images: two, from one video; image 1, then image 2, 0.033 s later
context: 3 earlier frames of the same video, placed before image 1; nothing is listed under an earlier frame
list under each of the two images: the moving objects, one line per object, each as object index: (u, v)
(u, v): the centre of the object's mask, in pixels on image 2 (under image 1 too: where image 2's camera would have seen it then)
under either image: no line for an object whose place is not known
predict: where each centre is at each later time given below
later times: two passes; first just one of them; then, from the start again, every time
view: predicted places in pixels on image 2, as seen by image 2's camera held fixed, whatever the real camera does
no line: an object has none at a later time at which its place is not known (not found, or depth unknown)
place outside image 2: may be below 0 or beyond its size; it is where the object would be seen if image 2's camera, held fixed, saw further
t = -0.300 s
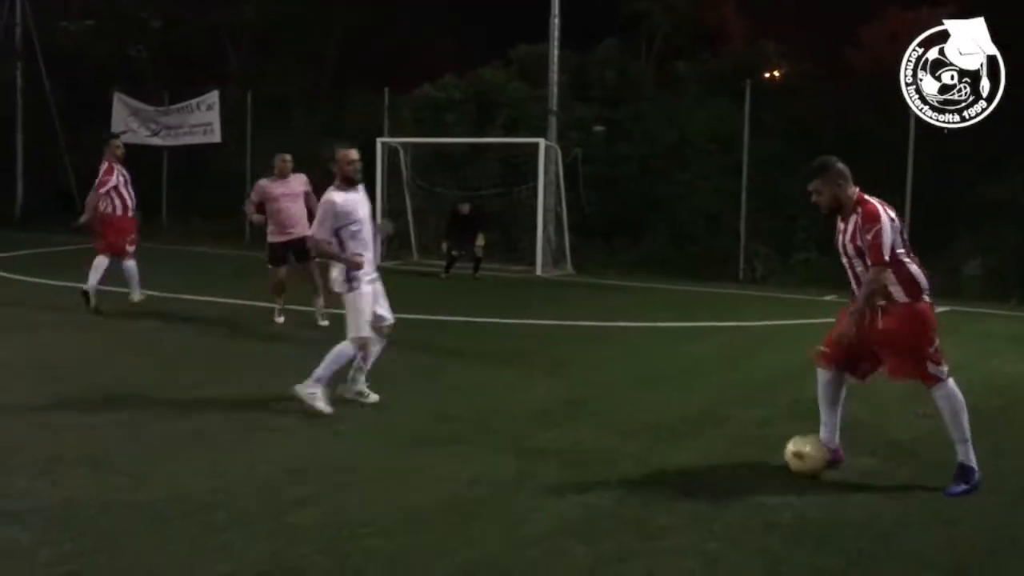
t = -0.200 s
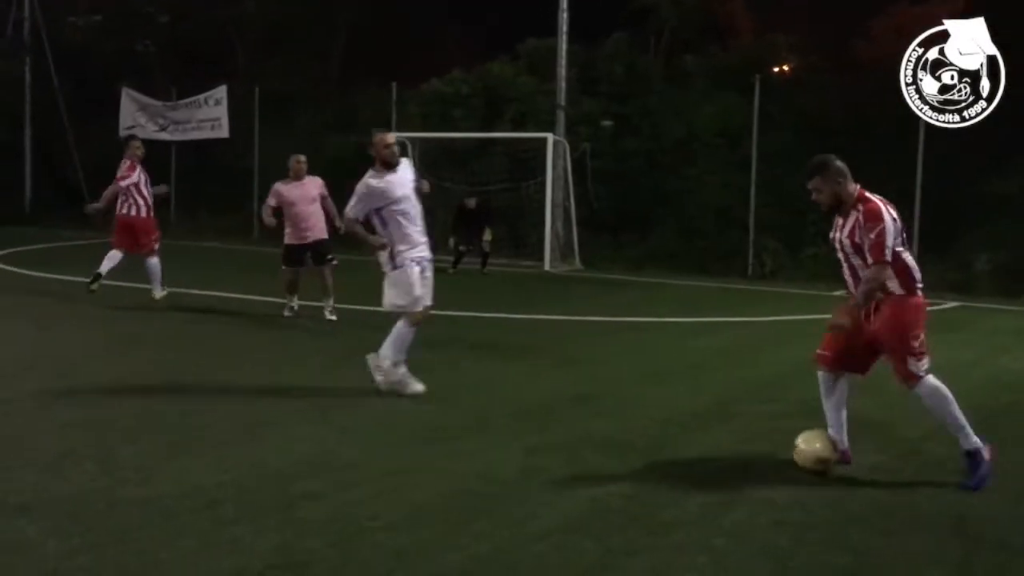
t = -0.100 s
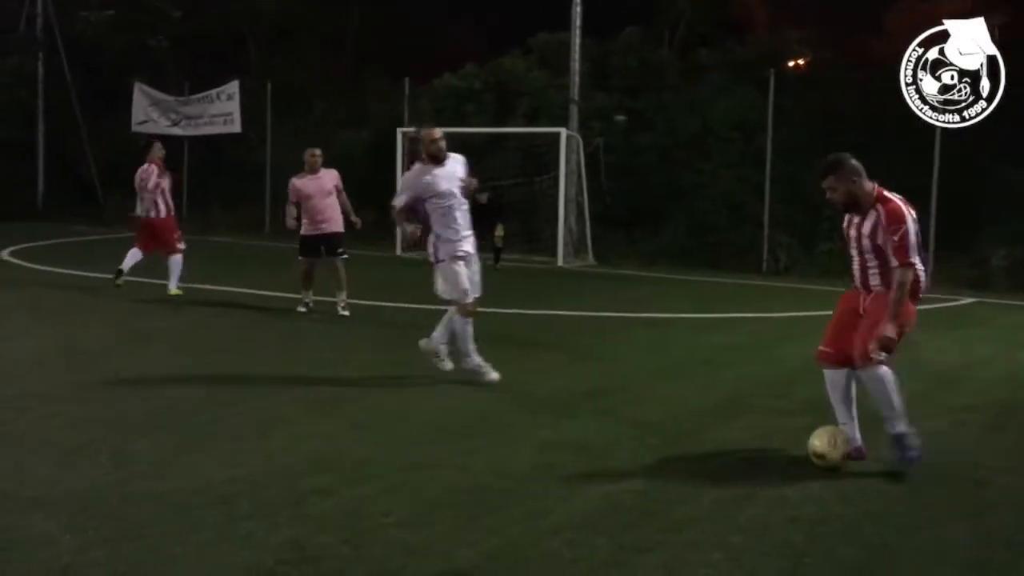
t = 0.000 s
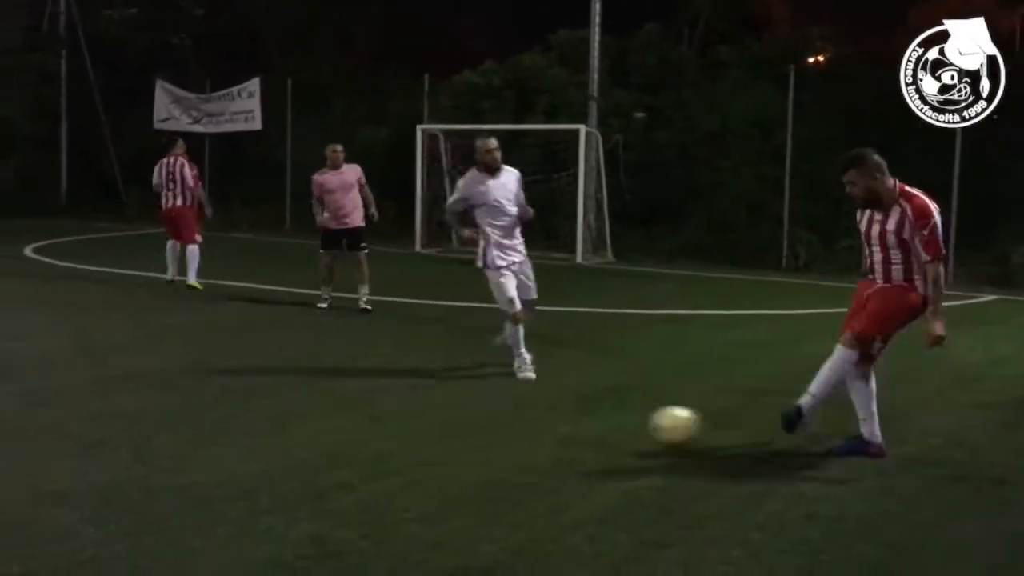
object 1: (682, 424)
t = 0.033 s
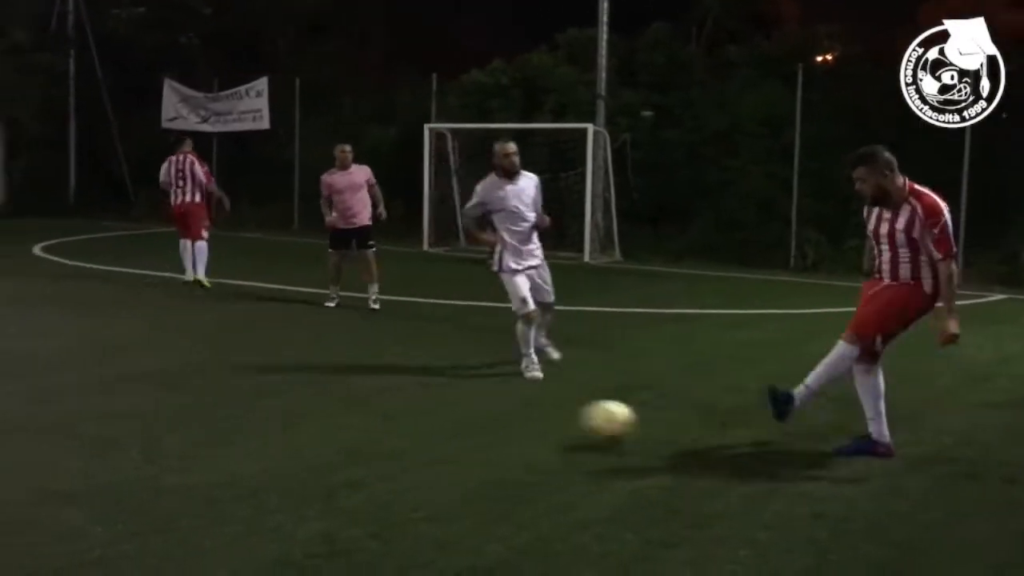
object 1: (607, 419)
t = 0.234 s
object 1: (218, 395)
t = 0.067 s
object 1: (532, 416)
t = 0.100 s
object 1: (456, 415)
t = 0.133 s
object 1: (419, 416)
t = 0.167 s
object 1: (351, 409)
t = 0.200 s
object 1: (285, 401)
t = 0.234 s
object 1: (218, 395)
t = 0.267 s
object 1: (152, 393)
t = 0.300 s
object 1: (89, 394)
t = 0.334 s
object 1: (29, 391)
